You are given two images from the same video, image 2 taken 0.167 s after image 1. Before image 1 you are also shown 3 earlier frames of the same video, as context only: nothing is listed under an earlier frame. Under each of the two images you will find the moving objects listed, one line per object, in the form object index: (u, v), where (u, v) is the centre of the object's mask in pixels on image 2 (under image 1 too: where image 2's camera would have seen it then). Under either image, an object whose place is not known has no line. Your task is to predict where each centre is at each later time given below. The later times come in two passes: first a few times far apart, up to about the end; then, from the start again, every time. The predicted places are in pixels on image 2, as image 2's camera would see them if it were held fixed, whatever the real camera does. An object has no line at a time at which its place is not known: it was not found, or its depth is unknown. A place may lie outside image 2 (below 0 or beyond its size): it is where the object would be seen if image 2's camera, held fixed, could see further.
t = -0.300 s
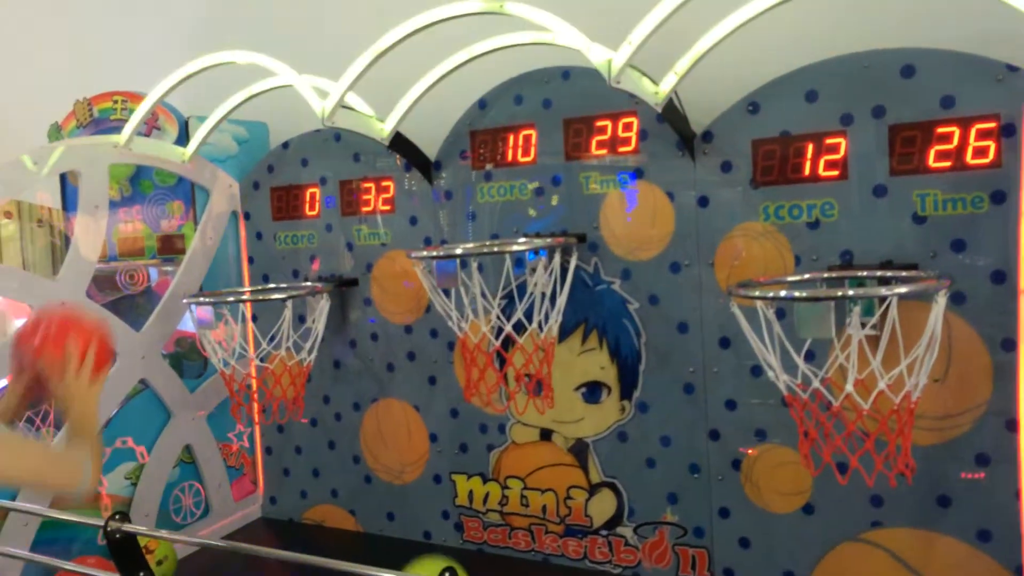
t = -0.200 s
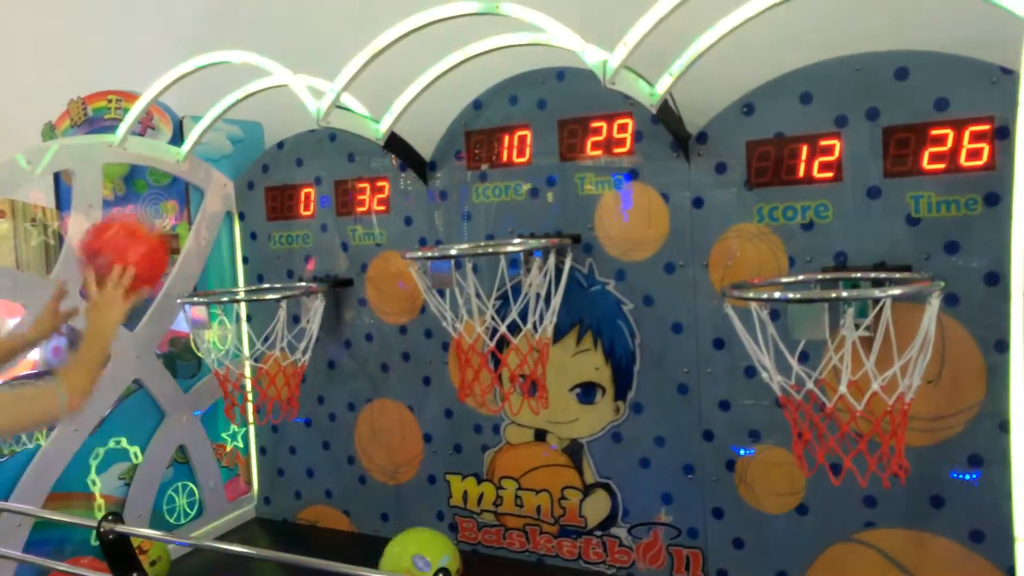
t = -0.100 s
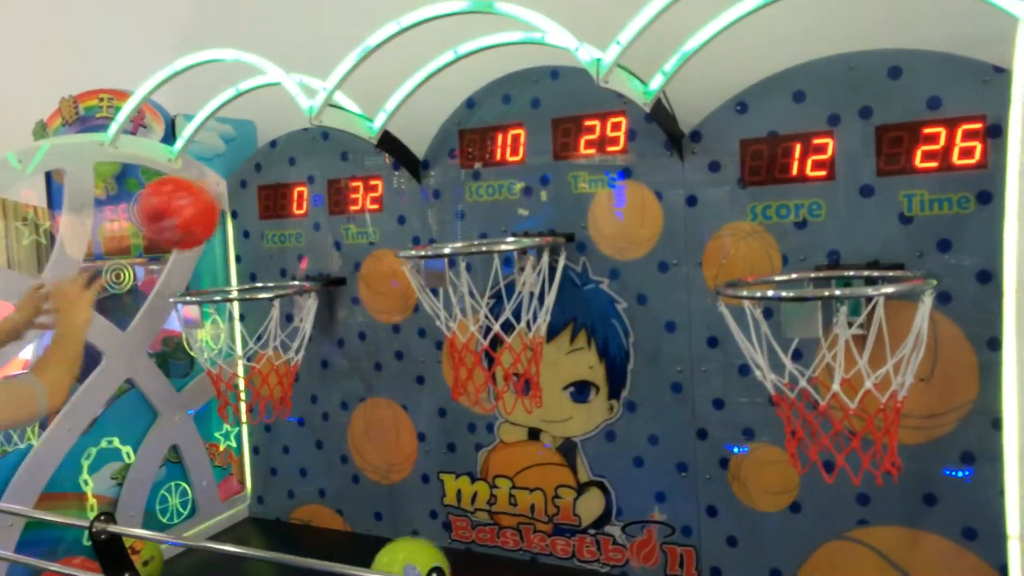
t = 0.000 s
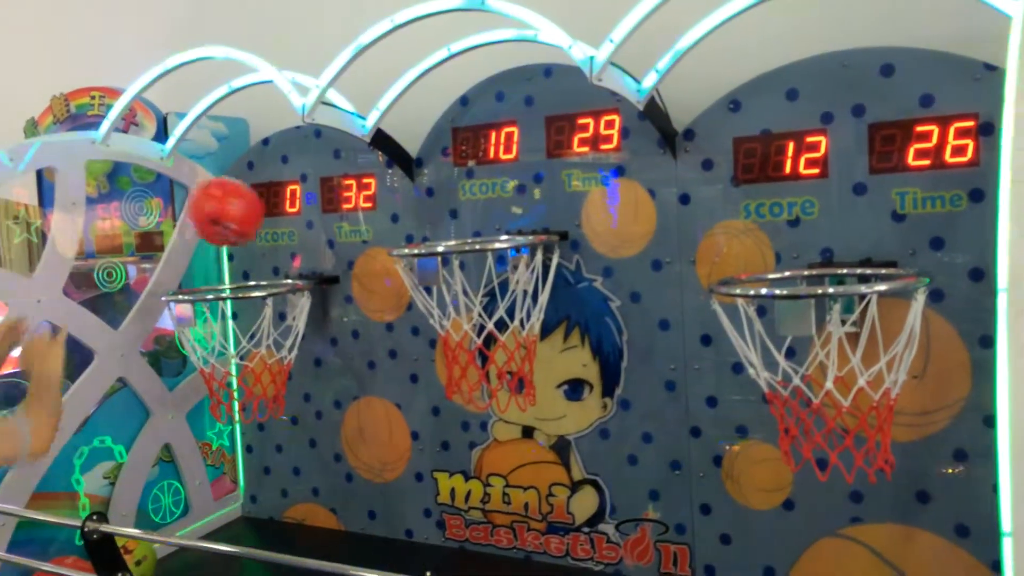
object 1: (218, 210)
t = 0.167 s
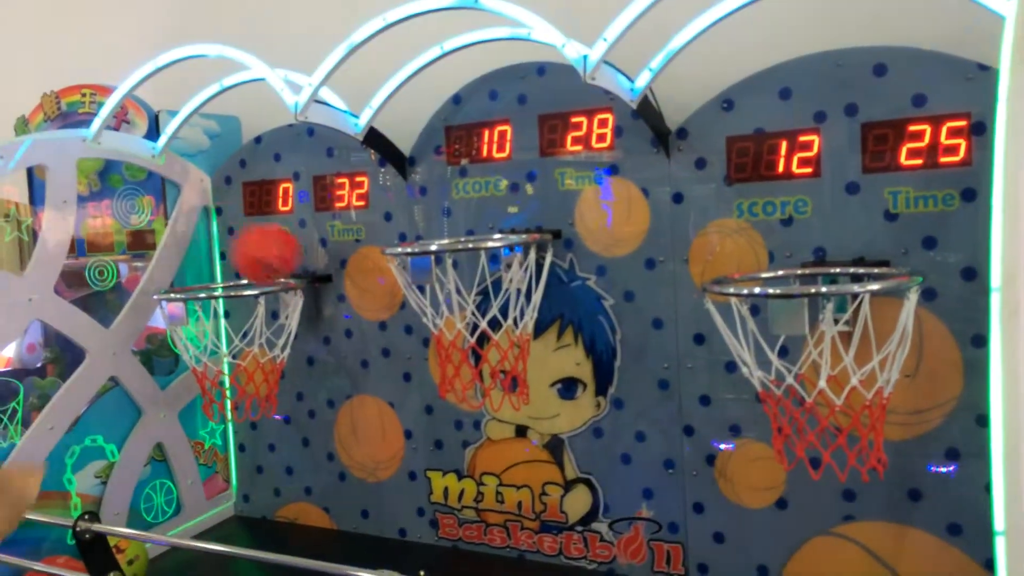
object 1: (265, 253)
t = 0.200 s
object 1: (246, 242)
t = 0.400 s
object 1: (127, 247)
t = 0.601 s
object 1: (91, 346)
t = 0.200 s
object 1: (246, 242)
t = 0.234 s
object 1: (227, 234)
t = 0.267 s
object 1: (206, 229)
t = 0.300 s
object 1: (185, 228)
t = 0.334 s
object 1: (166, 231)
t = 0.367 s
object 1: (147, 237)
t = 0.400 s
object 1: (127, 247)
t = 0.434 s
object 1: (107, 261)
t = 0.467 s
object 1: (89, 280)
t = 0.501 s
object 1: (87, 291)
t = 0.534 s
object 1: (87, 306)
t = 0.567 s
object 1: (89, 323)
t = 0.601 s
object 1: (91, 346)
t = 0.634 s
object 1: (94, 374)
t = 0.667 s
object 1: (97, 408)
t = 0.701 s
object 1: (102, 446)
